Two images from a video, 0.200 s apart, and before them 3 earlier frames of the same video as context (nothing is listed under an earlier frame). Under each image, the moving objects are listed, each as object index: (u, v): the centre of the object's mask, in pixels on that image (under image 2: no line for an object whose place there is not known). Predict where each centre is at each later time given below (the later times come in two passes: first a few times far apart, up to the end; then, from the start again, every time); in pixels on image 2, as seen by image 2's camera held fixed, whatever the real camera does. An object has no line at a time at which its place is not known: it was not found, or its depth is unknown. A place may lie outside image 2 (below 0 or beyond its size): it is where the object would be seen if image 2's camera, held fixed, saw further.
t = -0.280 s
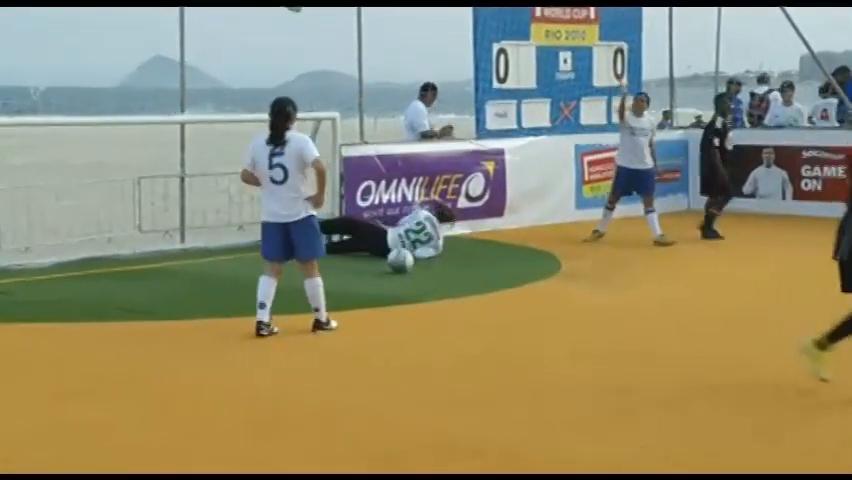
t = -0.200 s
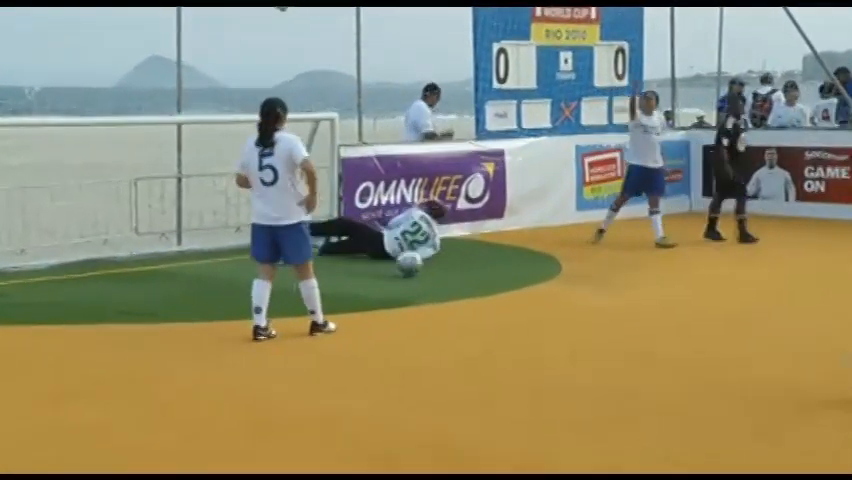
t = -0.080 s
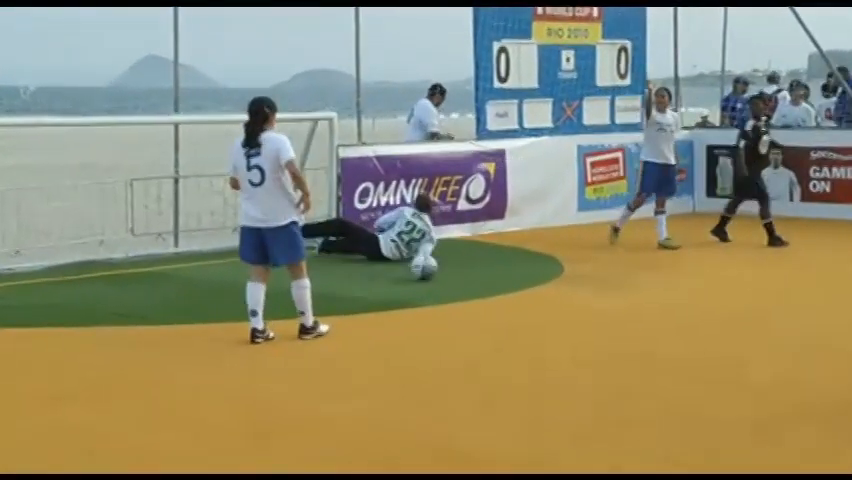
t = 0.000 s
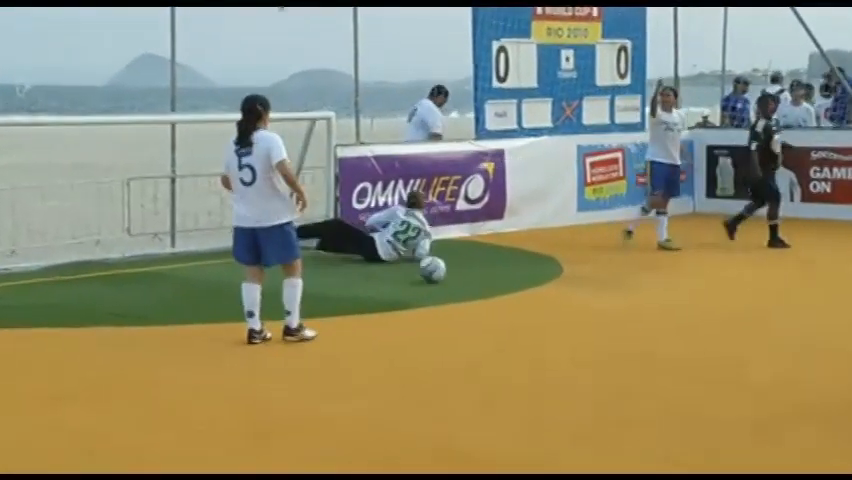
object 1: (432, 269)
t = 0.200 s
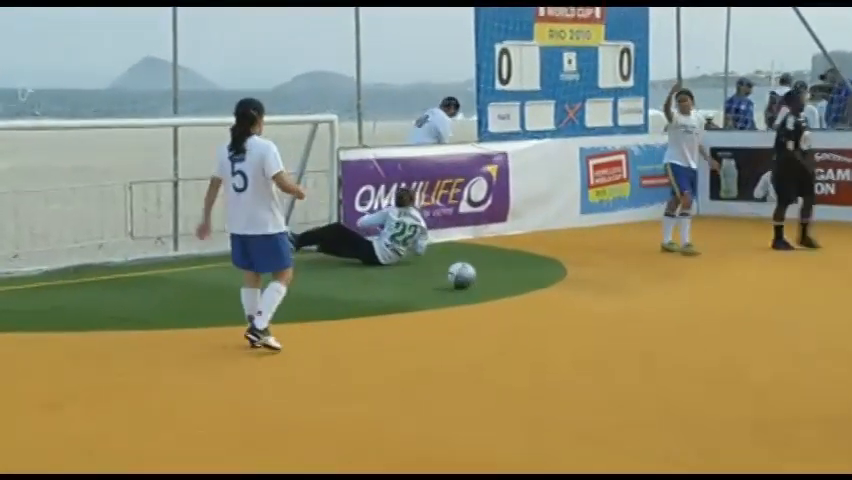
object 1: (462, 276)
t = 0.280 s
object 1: (471, 277)
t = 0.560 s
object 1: (509, 282)
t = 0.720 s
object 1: (528, 286)
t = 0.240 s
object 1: (466, 277)
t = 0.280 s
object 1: (471, 277)
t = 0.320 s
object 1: (477, 277)
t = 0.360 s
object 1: (482, 278)
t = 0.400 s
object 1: (488, 279)
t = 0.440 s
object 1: (493, 279)
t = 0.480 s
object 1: (498, 280)
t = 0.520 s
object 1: (504, 282)
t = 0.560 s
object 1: (509, 282)
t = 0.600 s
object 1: (513, 283)
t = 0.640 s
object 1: (519, 284)
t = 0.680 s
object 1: (524, 285)
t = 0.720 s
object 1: (528, 286)
